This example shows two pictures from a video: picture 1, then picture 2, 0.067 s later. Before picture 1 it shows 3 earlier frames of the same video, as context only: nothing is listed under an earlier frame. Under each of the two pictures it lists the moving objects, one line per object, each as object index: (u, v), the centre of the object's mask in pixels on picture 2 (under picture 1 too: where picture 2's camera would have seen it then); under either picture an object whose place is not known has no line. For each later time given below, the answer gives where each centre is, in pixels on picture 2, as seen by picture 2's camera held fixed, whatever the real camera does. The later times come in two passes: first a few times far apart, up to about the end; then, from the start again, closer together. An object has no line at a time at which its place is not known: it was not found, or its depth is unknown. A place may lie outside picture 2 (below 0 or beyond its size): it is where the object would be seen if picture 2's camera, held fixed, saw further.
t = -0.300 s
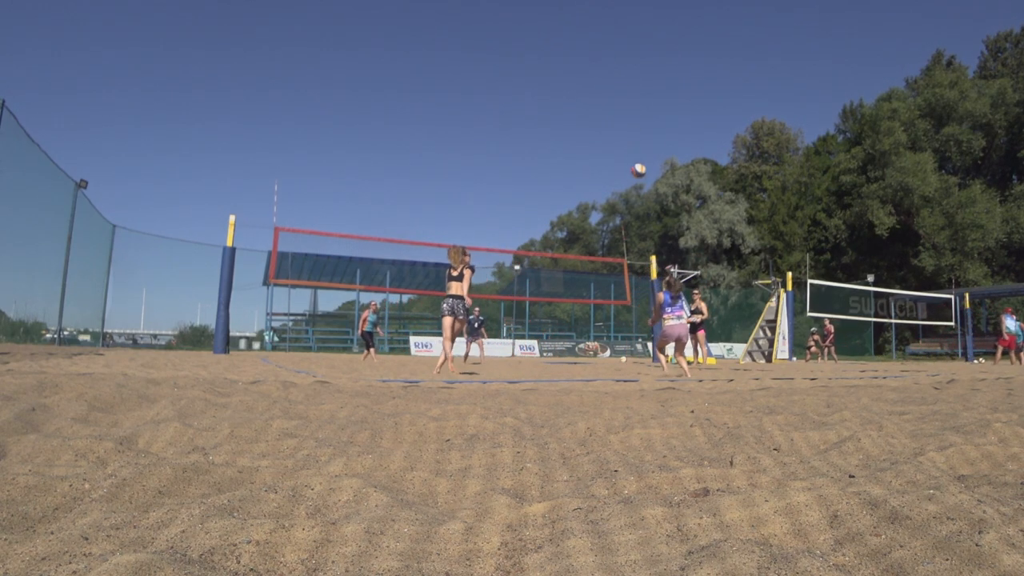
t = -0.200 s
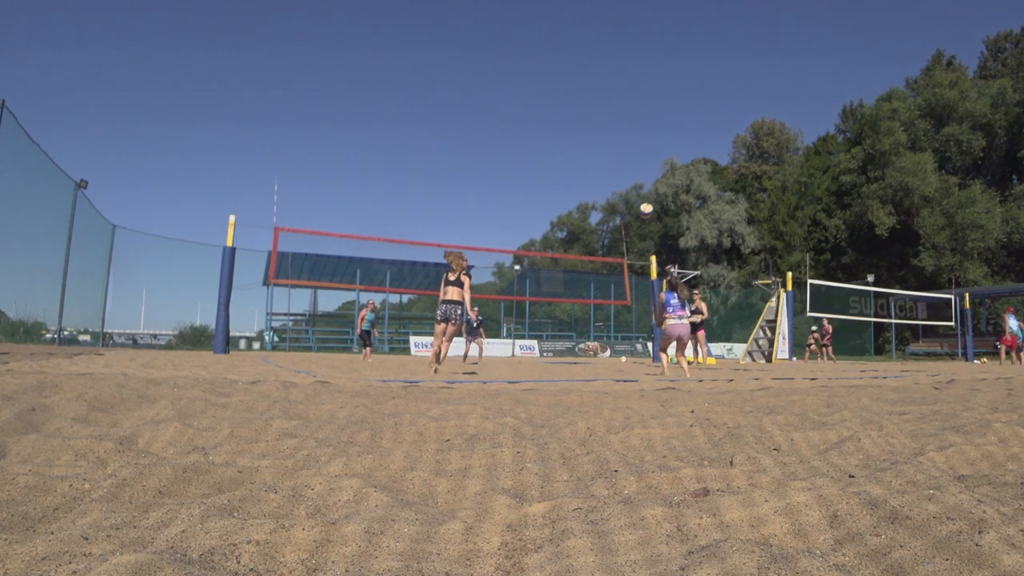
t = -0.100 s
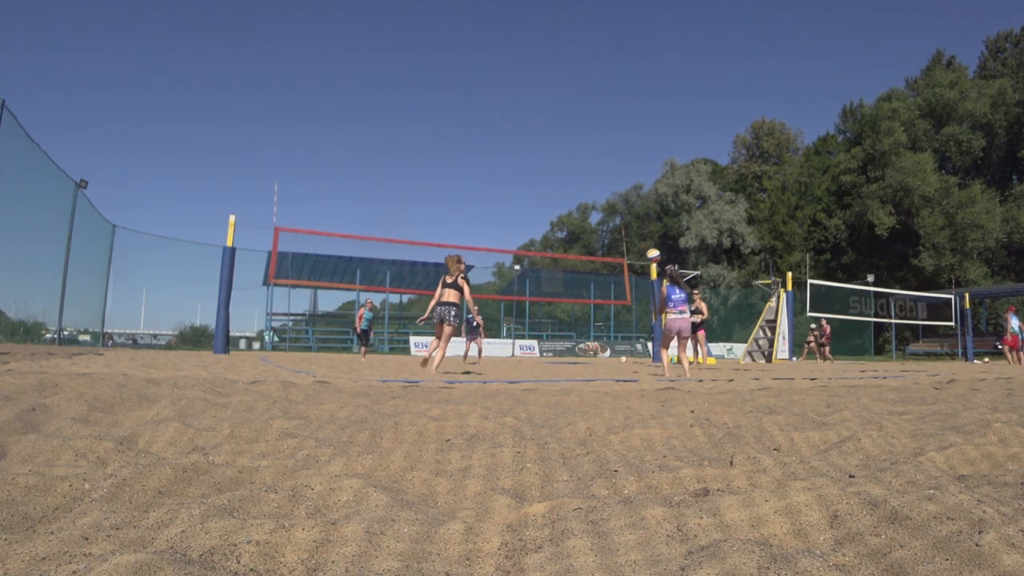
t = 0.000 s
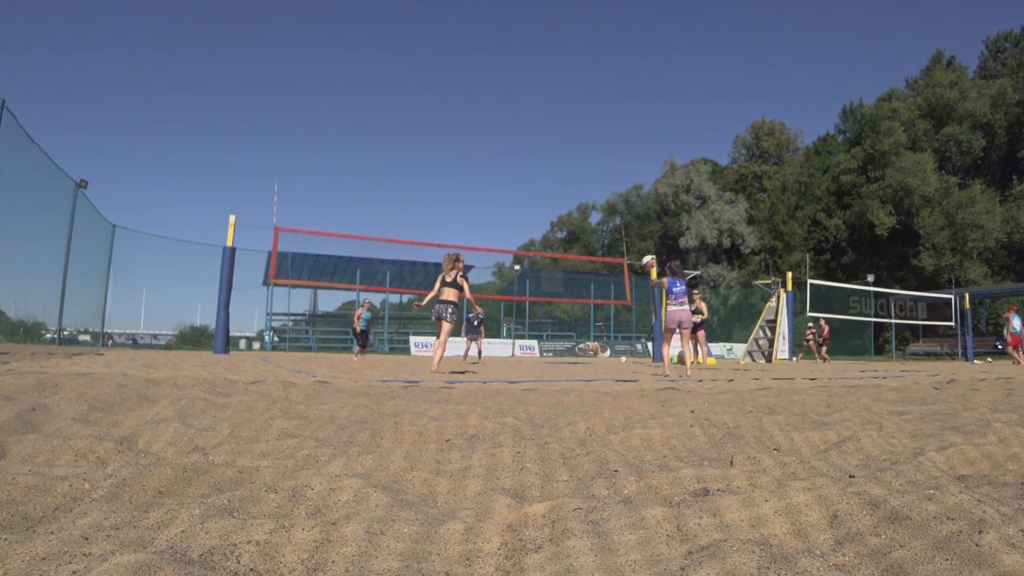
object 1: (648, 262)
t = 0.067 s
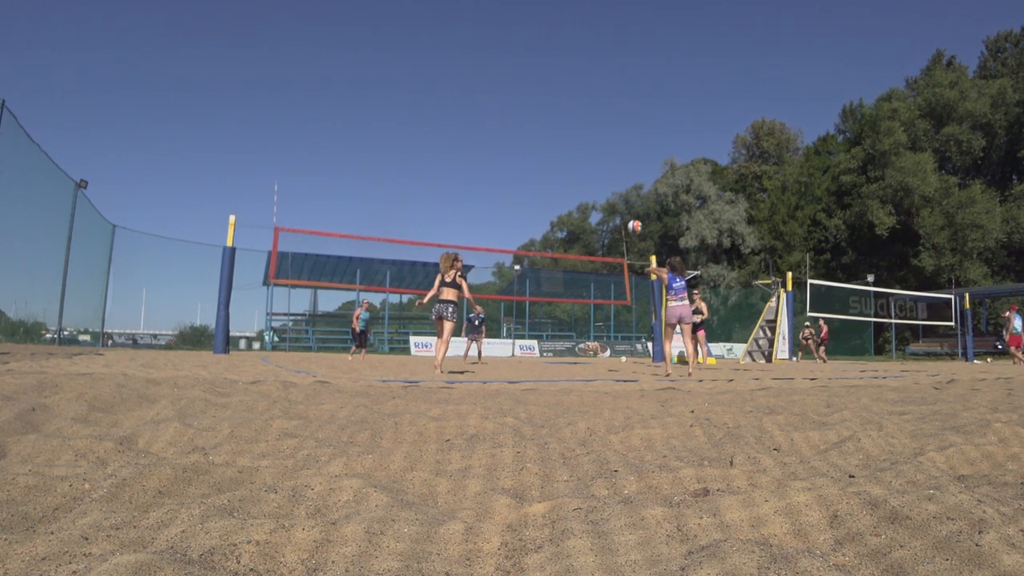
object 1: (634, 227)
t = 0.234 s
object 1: (601, 156)
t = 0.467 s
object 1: (559, 92)
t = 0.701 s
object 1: (522, 65)
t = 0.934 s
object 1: (488, 67)
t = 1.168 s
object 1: (455, 99)
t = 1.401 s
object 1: (424, 159)
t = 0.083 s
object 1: (631, 218)
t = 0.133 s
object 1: (621, 195)
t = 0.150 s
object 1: (617, 188)
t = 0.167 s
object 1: (614, 181)
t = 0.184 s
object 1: (610, 174)
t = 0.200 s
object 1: (607, 168)
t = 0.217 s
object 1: (604, 162)
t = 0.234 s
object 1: (601, 156)
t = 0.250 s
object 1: (597, 150)
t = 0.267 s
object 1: (594, 144)
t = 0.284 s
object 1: (591, 139)
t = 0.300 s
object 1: (589, 134)
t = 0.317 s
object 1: (586, 129)
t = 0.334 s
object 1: (583, 124)
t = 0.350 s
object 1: (580, 119)
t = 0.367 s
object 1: (577, 114)
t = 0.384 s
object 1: (574, 110)
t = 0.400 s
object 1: (571, 106)
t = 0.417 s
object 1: (568, 102)
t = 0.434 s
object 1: (565, 98)
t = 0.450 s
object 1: (562, 95)
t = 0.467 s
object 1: (559, 92)
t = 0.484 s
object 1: (556, 89)
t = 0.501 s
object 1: (554, 86)
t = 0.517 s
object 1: (551, 83)
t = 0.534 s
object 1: (548, 81)
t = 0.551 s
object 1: (546, 78)
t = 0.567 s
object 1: (543, 76)
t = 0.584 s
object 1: (540, 74)
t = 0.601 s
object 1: (537, 72)
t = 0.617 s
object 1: (535, 71)
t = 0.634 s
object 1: (532, 69)
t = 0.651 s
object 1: (530, 68)
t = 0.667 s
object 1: (527, 67)
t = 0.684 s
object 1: (525, 66)
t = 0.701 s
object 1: (522, 65)
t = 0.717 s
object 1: (520, 64)
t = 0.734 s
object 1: (518, 63)
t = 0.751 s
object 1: (515, 63)
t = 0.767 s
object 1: (512, 63)
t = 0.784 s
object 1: (510, 63)
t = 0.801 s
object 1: (508, 63)
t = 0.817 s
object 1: (505, 63)
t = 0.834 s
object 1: (503, 63)
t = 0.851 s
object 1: (500, 63)
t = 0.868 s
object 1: (498, 64)
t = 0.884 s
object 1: (496, 64)
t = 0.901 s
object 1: (493, 65)
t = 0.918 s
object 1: (491, 66)
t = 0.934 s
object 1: (488, 67)
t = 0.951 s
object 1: (486, 68)
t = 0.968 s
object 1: (483, 70)
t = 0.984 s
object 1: (480, 72)
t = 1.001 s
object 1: (478, 73)
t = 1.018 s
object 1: (476, 75)
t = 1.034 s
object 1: (473, 77)
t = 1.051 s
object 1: (471, 79)
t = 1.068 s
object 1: (469, 82)
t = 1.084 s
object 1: (467, 84)
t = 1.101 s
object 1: (464, 87)
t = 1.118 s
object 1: (462, 90)
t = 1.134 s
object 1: (459, 93)
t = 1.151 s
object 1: (457, 96)
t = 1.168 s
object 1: (455, 99)
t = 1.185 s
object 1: (453, 103)
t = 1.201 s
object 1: (451, 106)
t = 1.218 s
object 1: (449, 109)
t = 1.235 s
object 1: (446, 113)
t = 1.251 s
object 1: (444, 117)
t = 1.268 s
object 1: (442, 121)
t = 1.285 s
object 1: (440, 126)
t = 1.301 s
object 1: (437, 130)
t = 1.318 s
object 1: (435, 135)
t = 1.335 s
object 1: (433, 139)
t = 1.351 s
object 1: (431, 144)
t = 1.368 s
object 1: (428, 149)
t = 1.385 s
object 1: (426, 154)
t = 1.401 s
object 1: (424, 159)
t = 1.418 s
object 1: (422, 164)
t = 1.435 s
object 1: (420, 170)
